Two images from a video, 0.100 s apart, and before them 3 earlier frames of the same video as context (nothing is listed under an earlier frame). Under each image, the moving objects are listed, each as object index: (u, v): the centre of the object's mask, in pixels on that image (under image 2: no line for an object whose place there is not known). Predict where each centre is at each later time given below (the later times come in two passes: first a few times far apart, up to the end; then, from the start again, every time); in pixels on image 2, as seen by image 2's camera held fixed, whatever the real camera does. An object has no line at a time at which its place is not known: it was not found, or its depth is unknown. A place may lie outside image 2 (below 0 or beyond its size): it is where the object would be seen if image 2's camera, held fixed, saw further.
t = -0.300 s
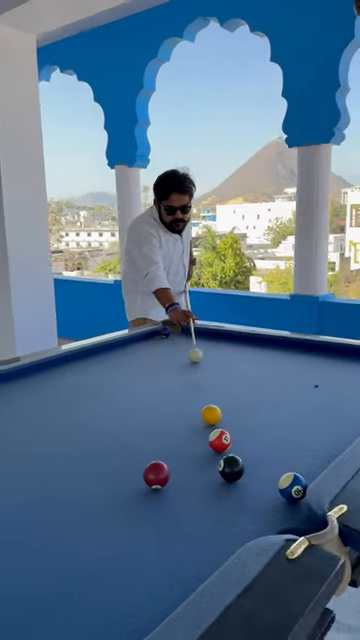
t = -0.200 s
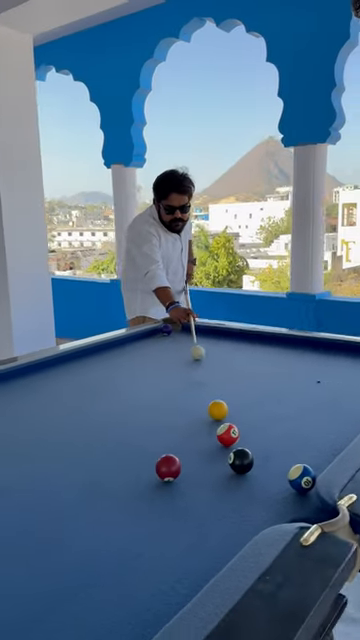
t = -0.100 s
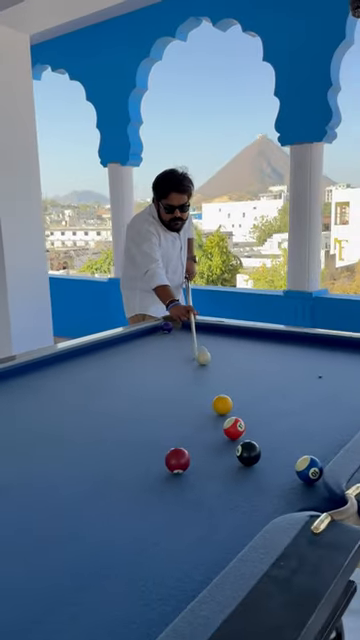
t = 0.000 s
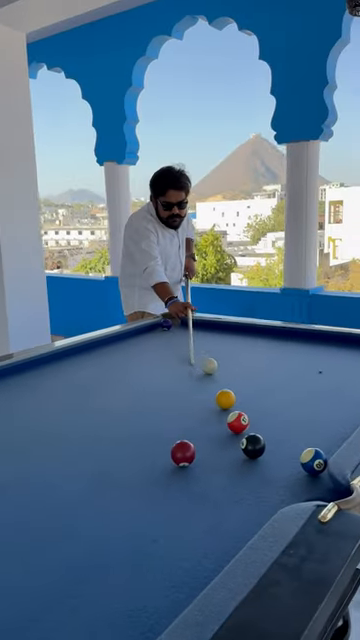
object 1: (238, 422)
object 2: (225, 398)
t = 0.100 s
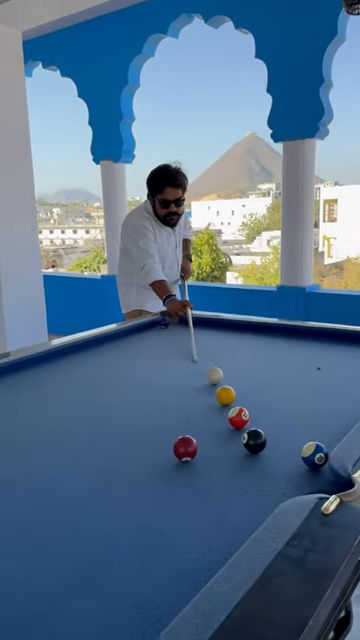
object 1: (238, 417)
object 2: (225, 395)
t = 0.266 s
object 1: (239, 417)
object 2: (235, 402)
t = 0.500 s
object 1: (237, 433)
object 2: (258, 414)
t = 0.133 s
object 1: (238, 417)
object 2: (226, 395)
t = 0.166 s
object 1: (238, 418)
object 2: (226, 395)
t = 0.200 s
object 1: (238, 418)
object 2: (226, 396)
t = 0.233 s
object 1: (239, 417)
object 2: (230, 400)
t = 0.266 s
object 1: (239, 417)
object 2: (235, 402)
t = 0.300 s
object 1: (239, 417)
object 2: (238, 404)
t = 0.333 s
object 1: (239, 422)
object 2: (242, 406)
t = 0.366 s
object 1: (239, 424)
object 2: (246, 408)
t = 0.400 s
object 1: (239, 427)
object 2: (249, 410)
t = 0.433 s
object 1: (238, 430)
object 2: (252, 412)
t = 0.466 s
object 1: (238, 432)
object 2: (255, 413)
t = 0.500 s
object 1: (237, 433)
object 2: (258, 414)
